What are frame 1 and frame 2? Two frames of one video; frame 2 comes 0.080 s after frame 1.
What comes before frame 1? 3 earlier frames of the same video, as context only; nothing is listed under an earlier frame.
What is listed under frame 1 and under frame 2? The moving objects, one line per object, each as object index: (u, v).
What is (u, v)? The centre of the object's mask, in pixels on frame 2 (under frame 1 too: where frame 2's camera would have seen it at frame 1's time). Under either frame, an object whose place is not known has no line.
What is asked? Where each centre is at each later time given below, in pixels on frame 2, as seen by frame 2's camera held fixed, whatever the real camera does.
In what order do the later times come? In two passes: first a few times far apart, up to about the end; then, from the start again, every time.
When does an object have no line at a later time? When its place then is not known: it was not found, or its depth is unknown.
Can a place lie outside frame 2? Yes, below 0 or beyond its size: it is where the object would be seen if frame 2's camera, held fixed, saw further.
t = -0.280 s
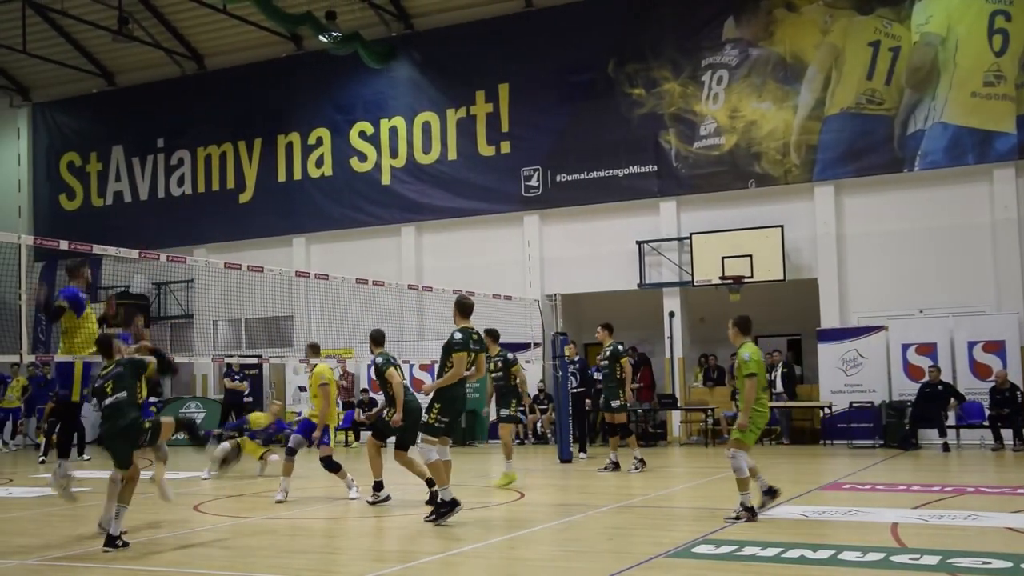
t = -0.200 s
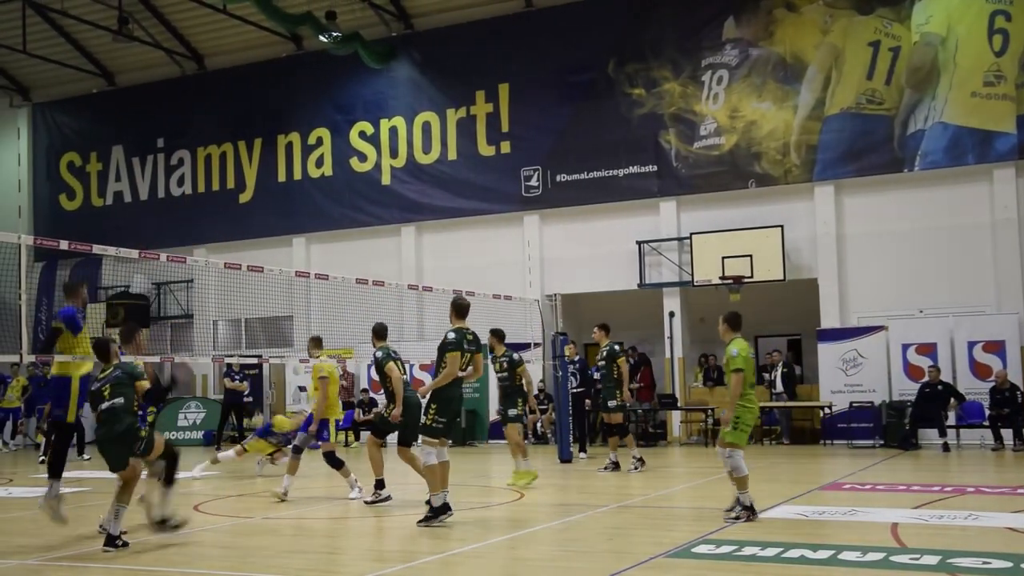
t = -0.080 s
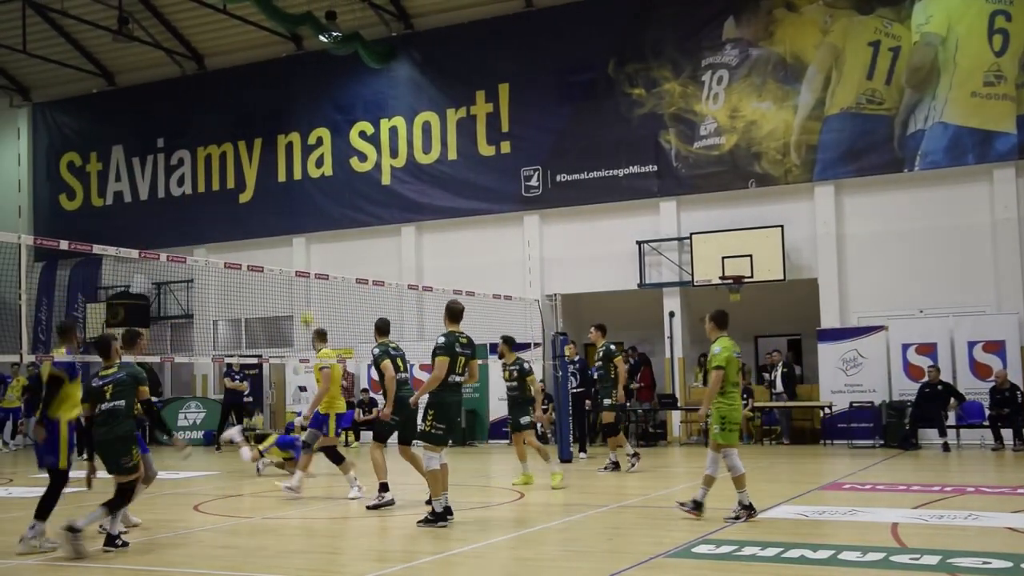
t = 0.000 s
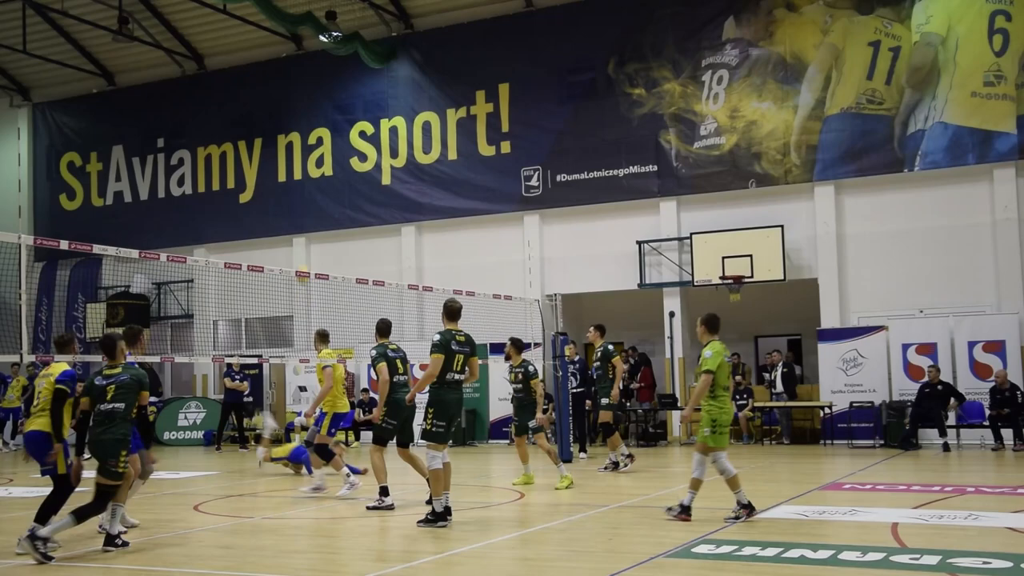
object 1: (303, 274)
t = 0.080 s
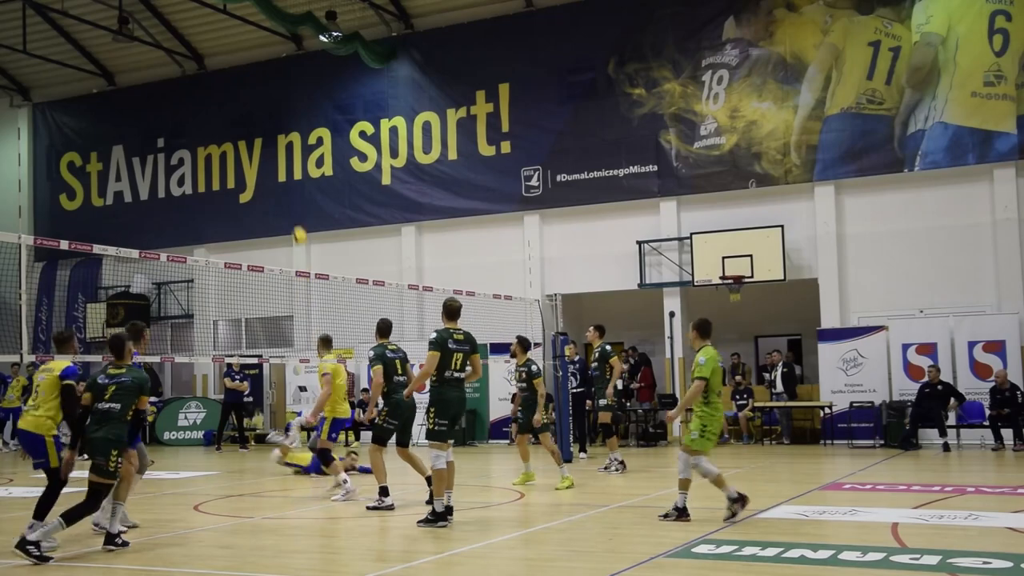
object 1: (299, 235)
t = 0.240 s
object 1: (292, 174)
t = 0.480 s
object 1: (281, 115)
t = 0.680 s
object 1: (273, 97)
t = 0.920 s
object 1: (264, 109)
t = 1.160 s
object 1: (256, 159)
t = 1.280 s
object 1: (252, 200)
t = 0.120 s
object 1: (297, 219)
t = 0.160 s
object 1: (295, 203)
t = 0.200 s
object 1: (293, 188)
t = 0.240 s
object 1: (292, 174)
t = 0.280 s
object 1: (290, 160)
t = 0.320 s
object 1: (288, 149)
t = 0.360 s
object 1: (287, 139)
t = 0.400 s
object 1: (284, 129)
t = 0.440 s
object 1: (283, 122)
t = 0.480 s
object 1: (281, 115)
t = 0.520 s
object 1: (280, 109)
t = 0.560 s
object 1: (278, 105)
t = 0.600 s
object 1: (276, 101)
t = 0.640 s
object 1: (275, 98)
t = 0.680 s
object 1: (273, 97)
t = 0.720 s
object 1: (272, 96)
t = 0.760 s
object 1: (270, 97)
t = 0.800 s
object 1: (269, 98)
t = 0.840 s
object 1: (267, 101)
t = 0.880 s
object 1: (266, 105)
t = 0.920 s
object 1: (264, 109)
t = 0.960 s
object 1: (263, 115)
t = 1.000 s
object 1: (262, 122)
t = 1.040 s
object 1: (260, 130)
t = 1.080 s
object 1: (259, 138)
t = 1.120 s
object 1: (258, 148)
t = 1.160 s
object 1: (256, 159)
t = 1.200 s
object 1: (255, 171)
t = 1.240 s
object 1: (254, 185)
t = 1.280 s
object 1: (252, 200)
